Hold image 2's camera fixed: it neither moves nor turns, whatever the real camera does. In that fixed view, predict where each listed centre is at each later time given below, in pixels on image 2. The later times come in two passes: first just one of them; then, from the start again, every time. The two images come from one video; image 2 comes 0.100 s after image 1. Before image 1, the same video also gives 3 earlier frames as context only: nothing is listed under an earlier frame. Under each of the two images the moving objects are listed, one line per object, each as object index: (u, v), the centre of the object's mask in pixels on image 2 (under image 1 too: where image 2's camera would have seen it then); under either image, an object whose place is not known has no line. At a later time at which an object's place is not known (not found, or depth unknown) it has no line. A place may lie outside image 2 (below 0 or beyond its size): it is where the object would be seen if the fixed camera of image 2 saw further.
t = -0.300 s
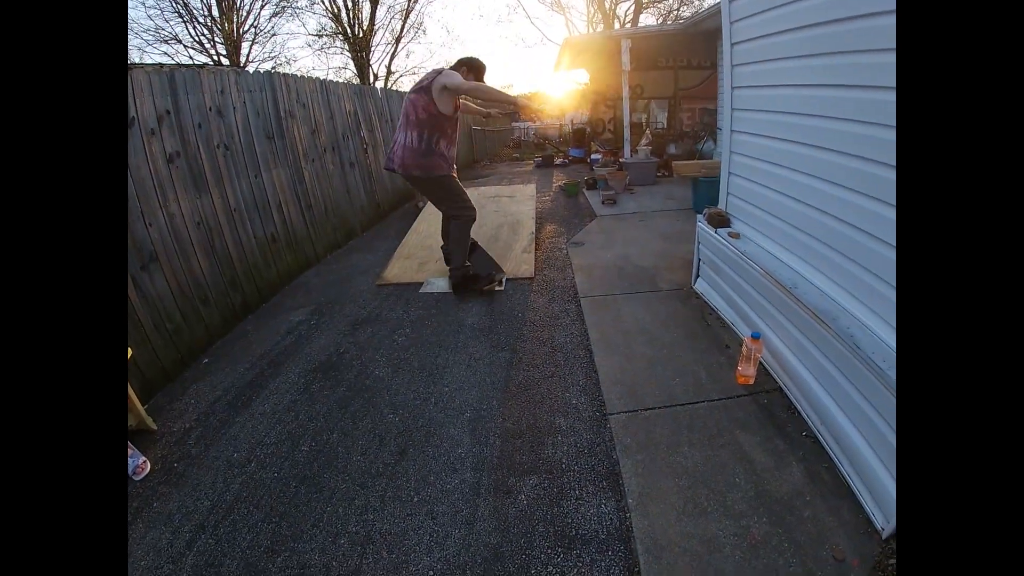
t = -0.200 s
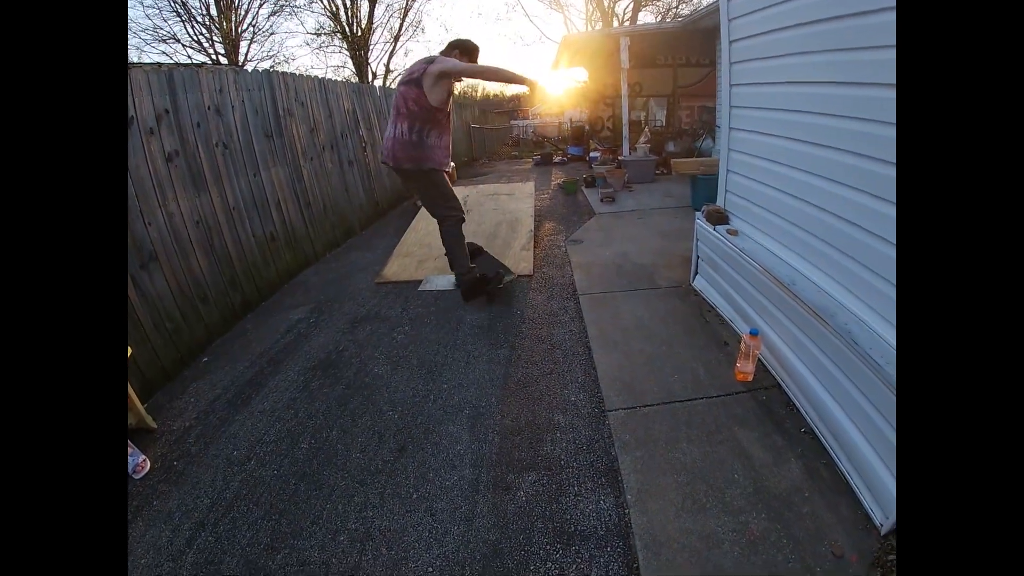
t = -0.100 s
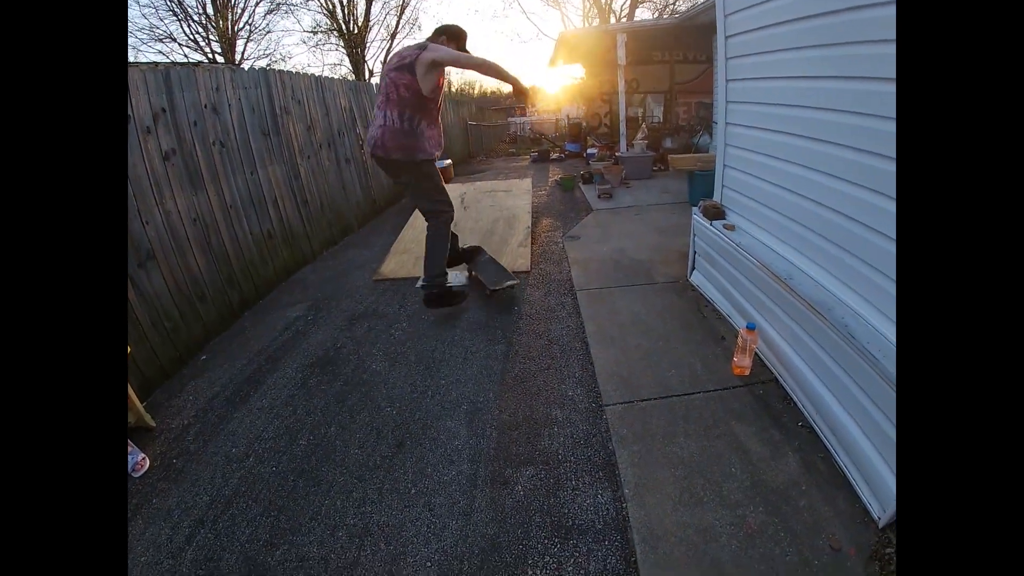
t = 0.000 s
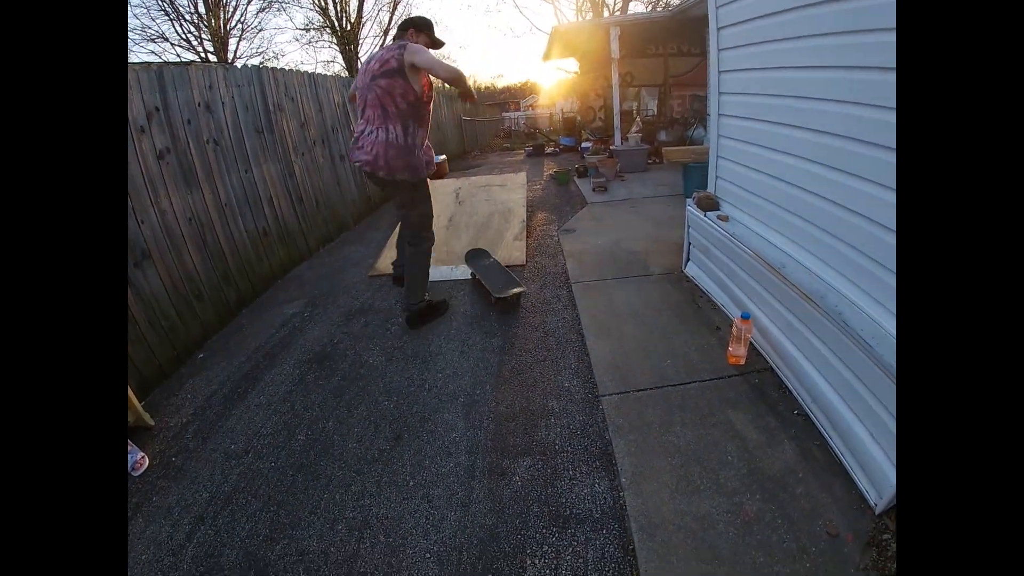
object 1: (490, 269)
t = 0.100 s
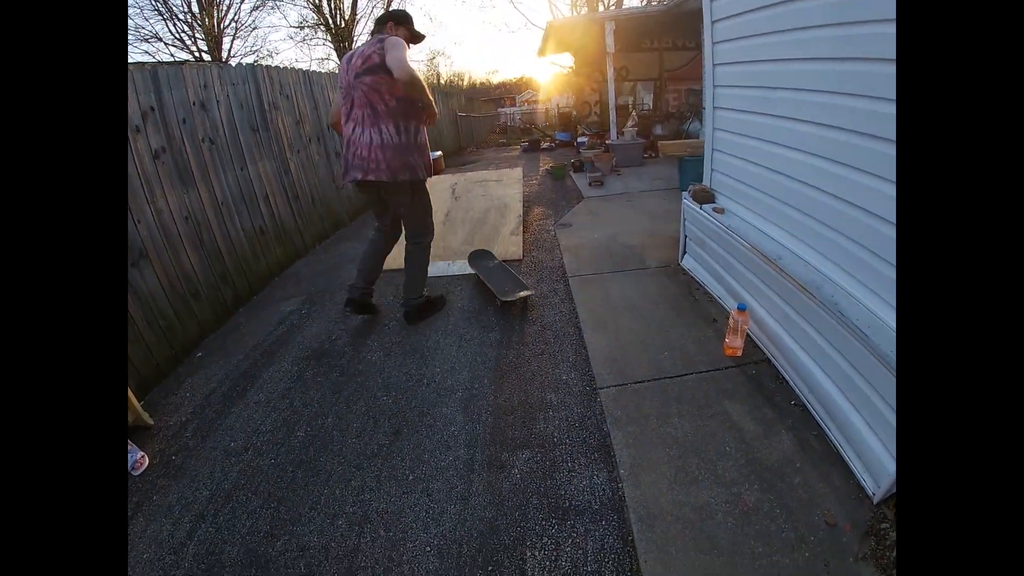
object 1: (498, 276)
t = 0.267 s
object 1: (512, 290)
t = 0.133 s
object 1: (501, 279)
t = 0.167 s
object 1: (504, 282)
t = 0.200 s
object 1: (507, 285)
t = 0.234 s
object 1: (510, 287)
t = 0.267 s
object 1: (512, 290)
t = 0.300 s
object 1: (516, 293)
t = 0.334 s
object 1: (519, 296)
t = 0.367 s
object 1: (522, 299)
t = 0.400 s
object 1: (525, 302)
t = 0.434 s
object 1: (528, 306)
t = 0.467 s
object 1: (532, 309)
